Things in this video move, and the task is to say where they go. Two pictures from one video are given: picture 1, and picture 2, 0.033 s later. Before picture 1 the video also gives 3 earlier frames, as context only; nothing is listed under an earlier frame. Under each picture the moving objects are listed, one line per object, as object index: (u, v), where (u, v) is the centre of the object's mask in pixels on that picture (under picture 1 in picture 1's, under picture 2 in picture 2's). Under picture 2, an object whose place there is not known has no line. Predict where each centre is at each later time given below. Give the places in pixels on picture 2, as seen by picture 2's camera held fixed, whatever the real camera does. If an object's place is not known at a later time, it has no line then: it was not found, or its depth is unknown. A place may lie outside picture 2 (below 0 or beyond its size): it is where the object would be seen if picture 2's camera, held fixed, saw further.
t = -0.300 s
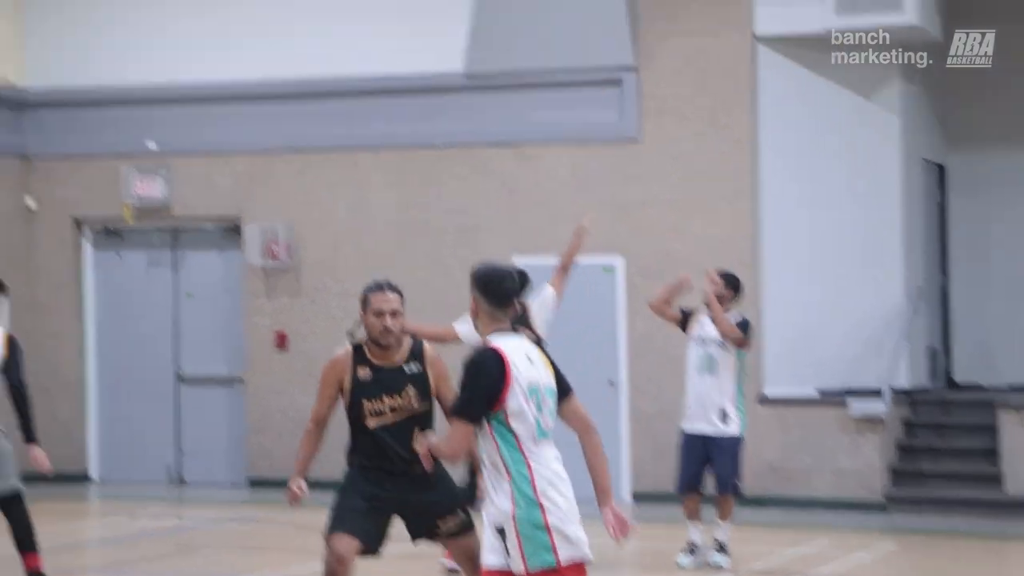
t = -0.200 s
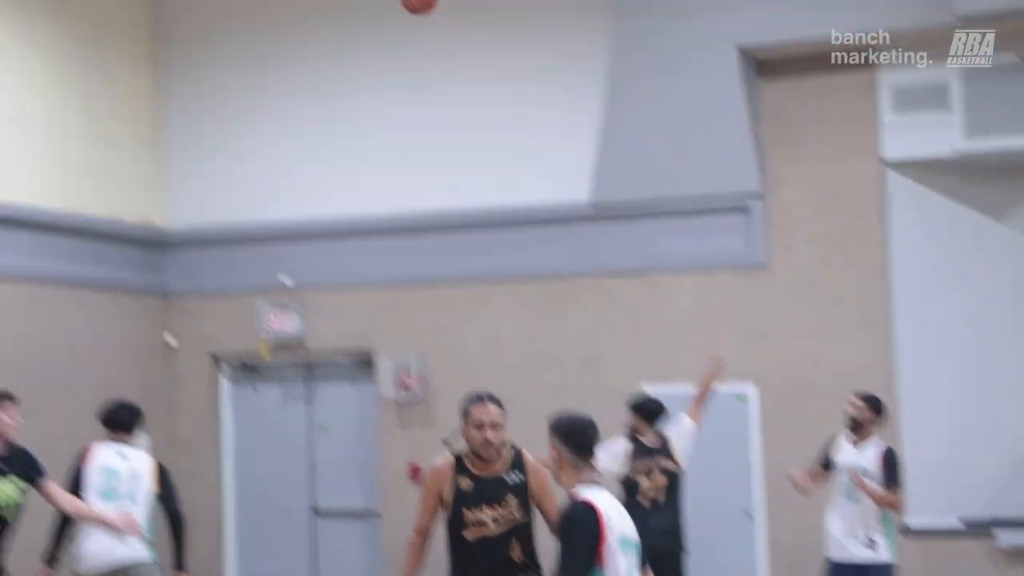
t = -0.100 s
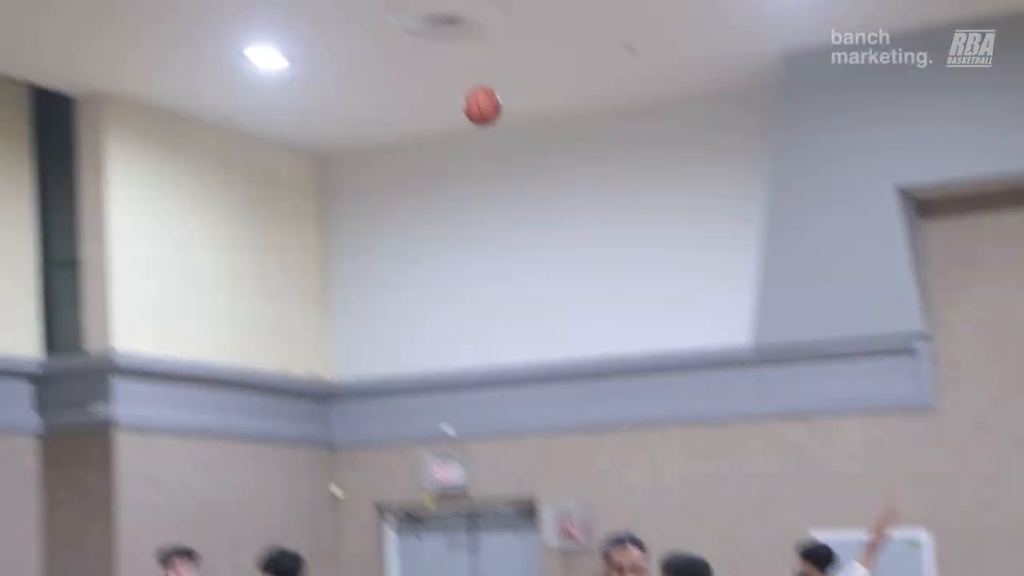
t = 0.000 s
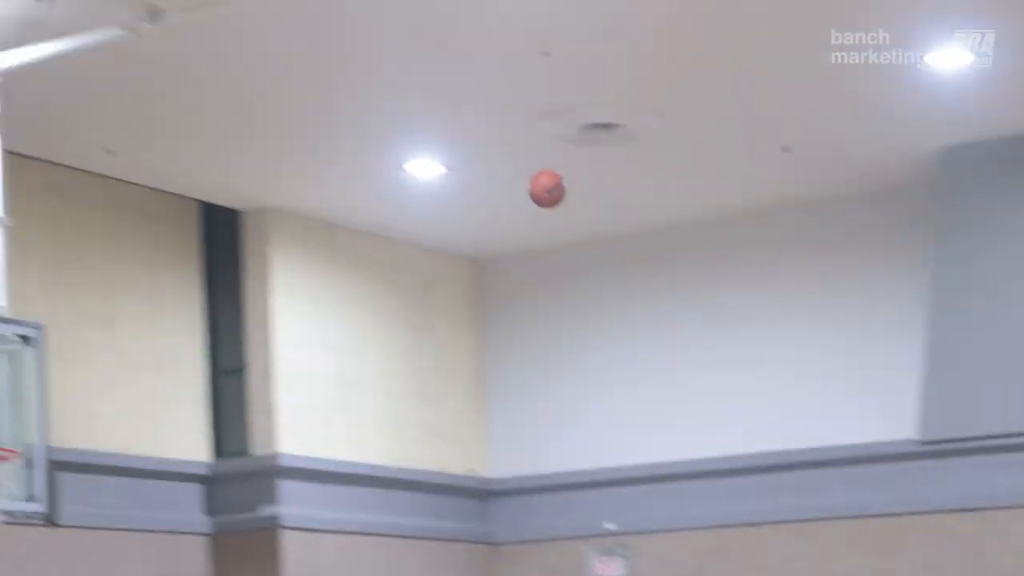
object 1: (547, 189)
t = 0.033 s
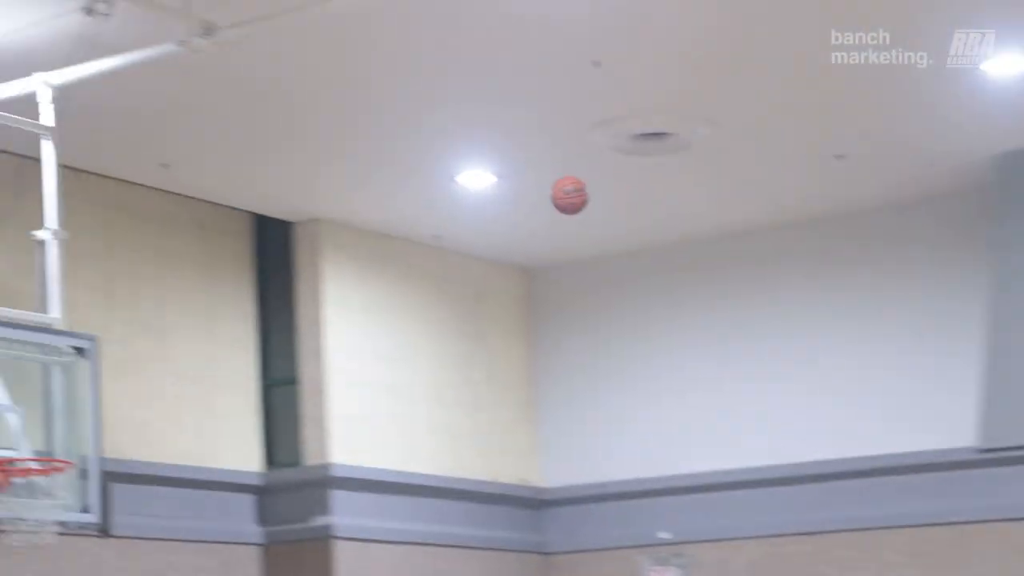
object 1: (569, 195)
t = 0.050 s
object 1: (556, 196)
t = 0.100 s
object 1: (513, 200)
